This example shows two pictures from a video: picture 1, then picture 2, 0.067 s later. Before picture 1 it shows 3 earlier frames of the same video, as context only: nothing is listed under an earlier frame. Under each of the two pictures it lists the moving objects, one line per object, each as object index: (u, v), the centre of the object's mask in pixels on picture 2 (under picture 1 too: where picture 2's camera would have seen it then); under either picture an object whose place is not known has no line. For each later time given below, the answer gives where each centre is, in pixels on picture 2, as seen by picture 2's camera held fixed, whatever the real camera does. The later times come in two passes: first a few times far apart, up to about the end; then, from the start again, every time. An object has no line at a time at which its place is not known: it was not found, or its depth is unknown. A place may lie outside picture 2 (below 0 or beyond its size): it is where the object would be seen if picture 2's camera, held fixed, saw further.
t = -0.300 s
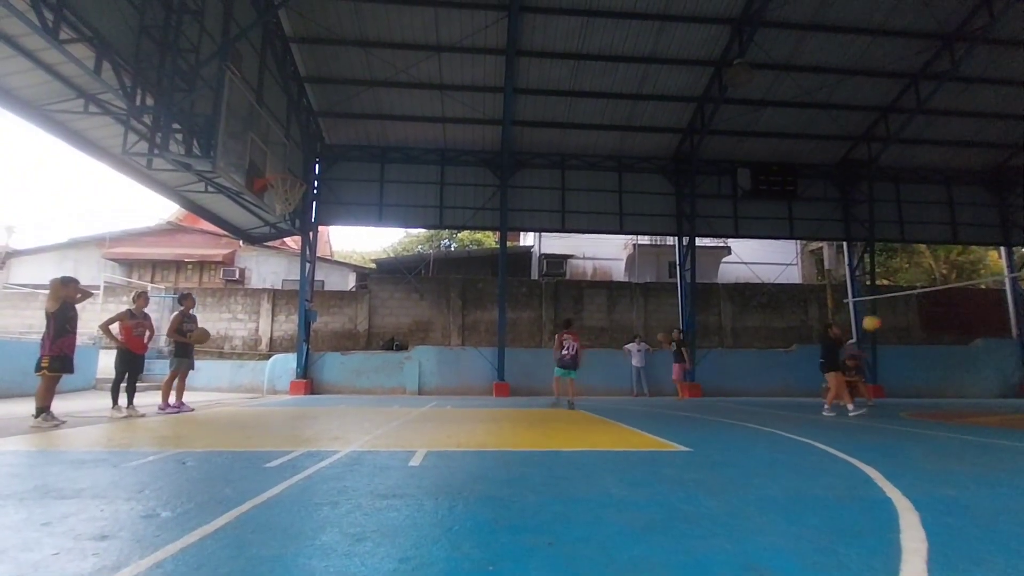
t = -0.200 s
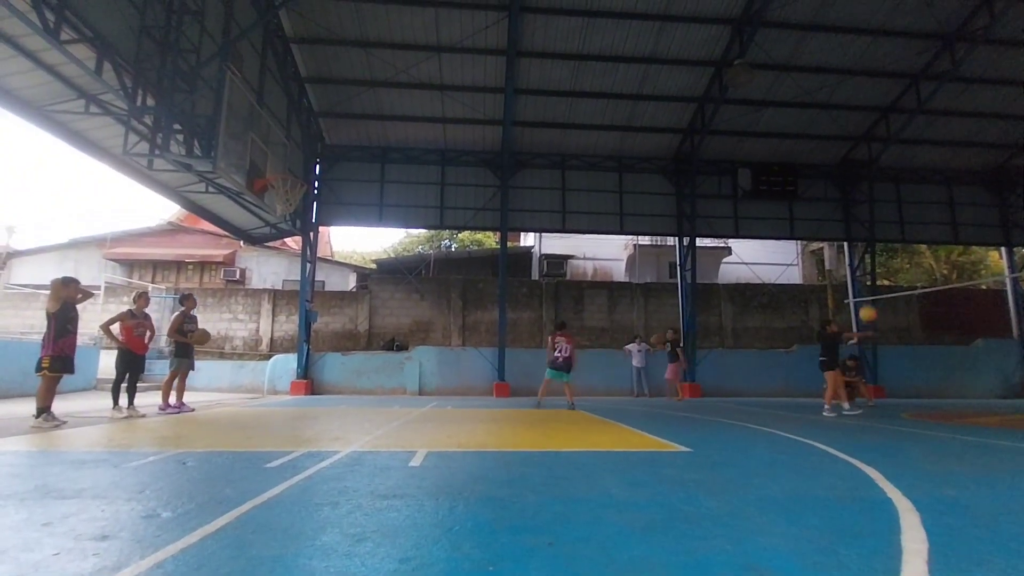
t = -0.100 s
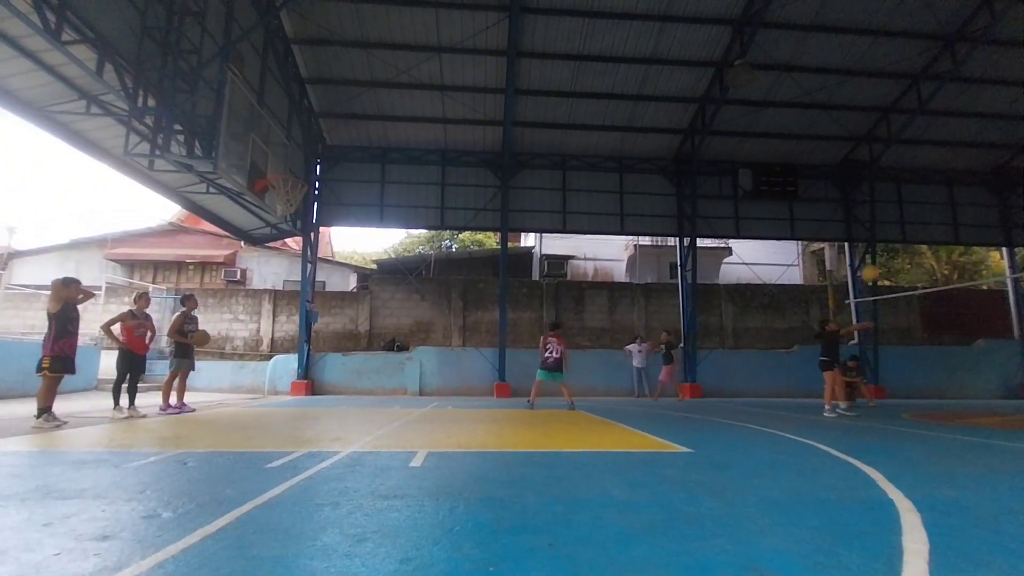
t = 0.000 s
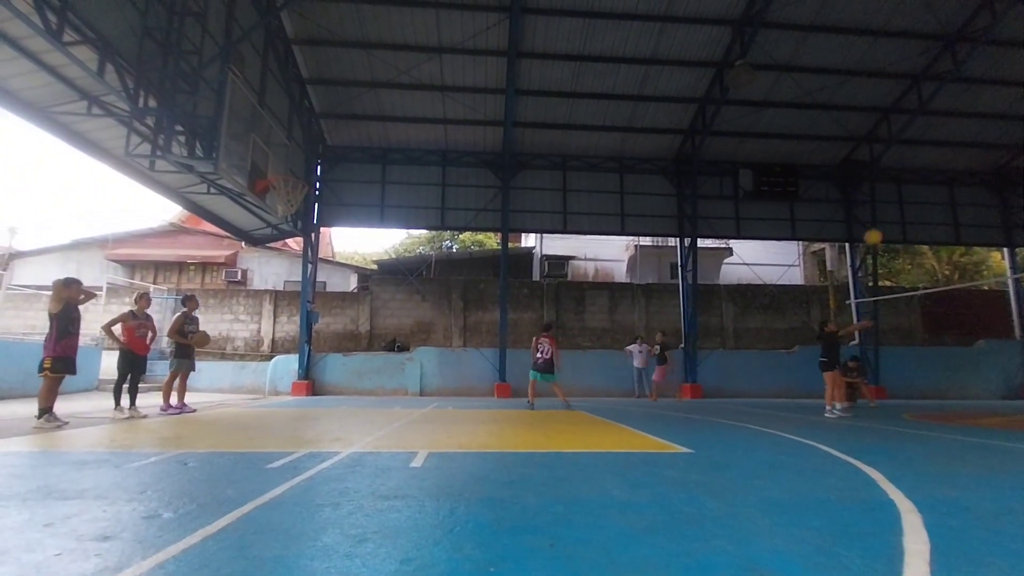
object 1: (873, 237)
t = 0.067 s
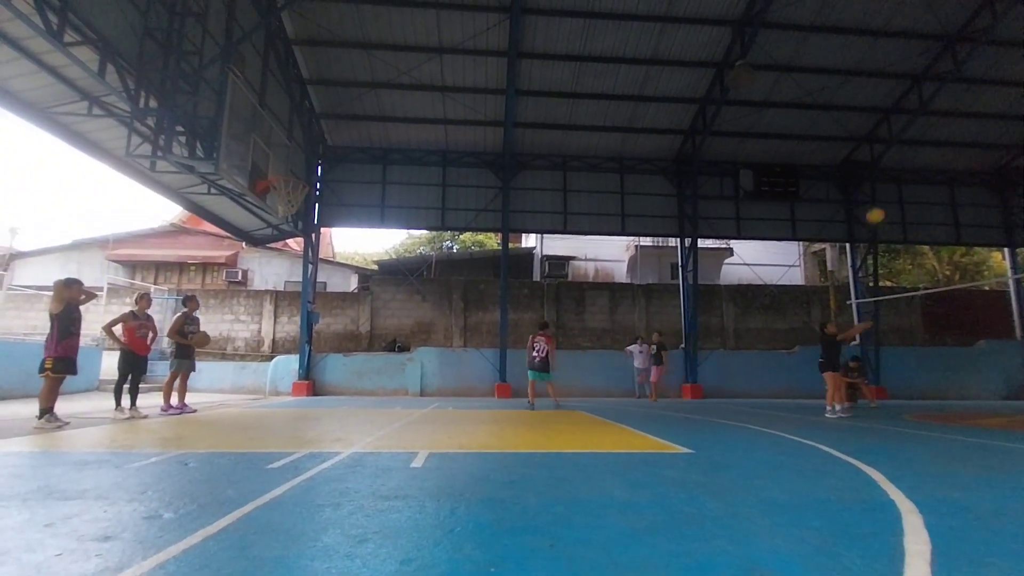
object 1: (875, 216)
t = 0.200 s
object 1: (880, 179)
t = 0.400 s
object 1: (890, 142)
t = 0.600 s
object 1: (905, 128)
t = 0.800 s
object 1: (929, 147)
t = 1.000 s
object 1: (964, 211)
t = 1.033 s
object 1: (971, 227)
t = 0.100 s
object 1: (876, 205)
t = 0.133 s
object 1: (877, 196)
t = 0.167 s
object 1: (878, 187)
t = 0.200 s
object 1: (880, 179)
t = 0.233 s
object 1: (881, 171)
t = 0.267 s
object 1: (883, 163)
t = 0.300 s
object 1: (884, 157)
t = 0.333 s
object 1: (887, 151)
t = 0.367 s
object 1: (888, 146)
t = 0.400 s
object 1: (890, 142)
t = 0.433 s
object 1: (892, 137)
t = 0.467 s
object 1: (895, 134)
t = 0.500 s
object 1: (897, 132)
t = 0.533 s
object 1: (900, 130)
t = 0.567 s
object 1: (902, 128)
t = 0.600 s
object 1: (905, 128)
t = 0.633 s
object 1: (908, 129)
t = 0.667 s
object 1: (912, 130)
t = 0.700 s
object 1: (916, 133)
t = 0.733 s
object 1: (920, 136)
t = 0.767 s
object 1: (925, 141)
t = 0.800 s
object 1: (929, 147)
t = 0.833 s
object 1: (934, 155)
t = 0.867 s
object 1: (939, 163)
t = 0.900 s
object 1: (945, 173)
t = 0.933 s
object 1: (951, 184)
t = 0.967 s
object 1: (957, 197)
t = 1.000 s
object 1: (964, 211)
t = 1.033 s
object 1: (971, 227)
